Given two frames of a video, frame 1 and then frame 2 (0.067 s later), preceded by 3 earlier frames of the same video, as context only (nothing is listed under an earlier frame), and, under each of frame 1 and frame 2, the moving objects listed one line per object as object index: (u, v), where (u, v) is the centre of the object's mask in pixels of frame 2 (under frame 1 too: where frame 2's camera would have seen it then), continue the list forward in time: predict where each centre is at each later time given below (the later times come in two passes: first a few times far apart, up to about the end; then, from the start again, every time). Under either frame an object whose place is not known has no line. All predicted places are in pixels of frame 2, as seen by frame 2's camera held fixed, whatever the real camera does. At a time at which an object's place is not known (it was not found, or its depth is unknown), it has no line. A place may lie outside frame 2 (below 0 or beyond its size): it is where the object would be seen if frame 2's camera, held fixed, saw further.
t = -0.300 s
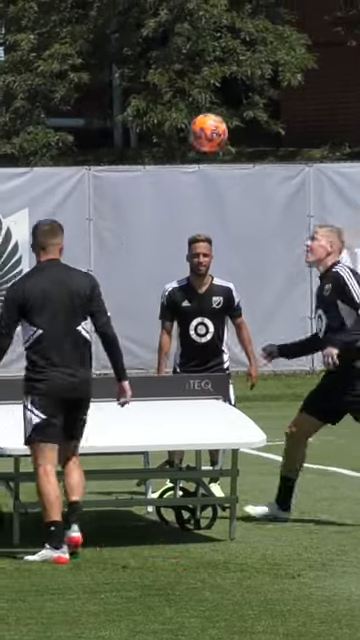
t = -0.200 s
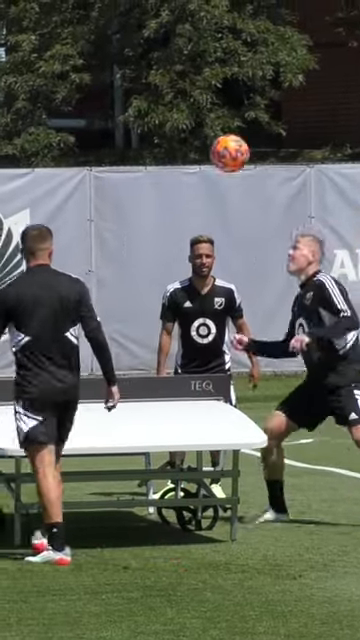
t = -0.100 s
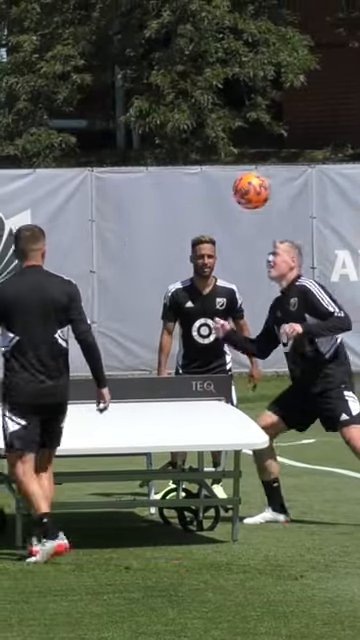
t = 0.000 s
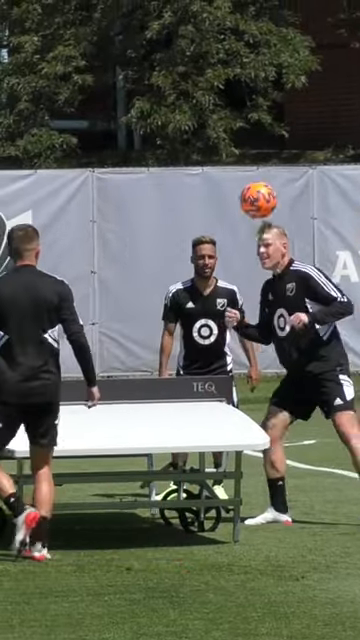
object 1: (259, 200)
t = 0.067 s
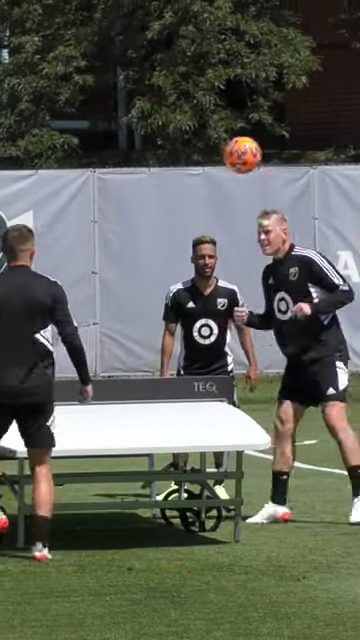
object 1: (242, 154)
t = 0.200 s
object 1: (210, 86)
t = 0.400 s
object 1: (162, 38)
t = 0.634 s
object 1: (107, 69)
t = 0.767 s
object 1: (76, 133)
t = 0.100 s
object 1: (234, 135)
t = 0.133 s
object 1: (225, 117)
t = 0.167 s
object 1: (218, 102)
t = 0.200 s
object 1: (210, 86)
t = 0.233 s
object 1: (202, 73)
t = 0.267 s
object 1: (194, 62)
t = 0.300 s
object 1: (186, 54)
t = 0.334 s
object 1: (178, 47)
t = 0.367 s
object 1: (170, 41)
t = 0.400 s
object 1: (162, 38)
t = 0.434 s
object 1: (154, 36)
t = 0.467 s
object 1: (146, 37)
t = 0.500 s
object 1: (138, 39)
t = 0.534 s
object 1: (130, 44)
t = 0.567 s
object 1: (122, 50)
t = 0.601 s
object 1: (115, 58)
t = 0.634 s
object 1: (107, 69)
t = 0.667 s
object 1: (99, 82)
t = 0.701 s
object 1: (91, 97)
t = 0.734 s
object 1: (83, 114)
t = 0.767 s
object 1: (76, 133)
